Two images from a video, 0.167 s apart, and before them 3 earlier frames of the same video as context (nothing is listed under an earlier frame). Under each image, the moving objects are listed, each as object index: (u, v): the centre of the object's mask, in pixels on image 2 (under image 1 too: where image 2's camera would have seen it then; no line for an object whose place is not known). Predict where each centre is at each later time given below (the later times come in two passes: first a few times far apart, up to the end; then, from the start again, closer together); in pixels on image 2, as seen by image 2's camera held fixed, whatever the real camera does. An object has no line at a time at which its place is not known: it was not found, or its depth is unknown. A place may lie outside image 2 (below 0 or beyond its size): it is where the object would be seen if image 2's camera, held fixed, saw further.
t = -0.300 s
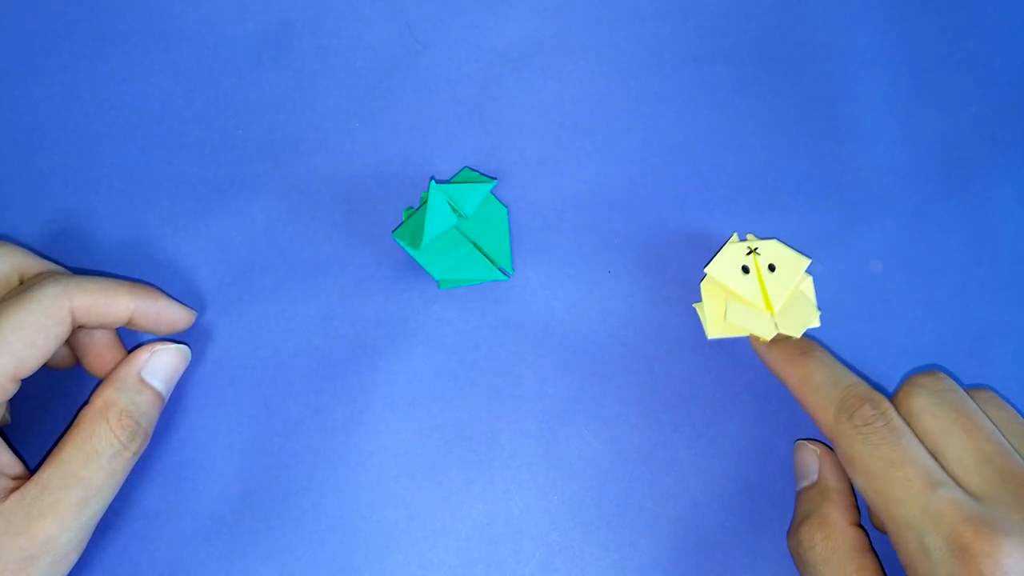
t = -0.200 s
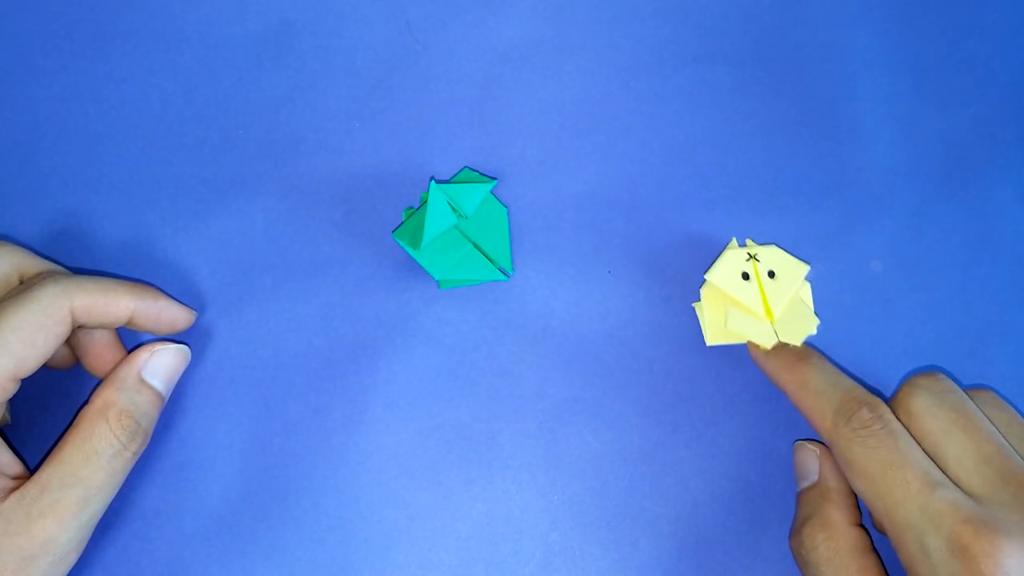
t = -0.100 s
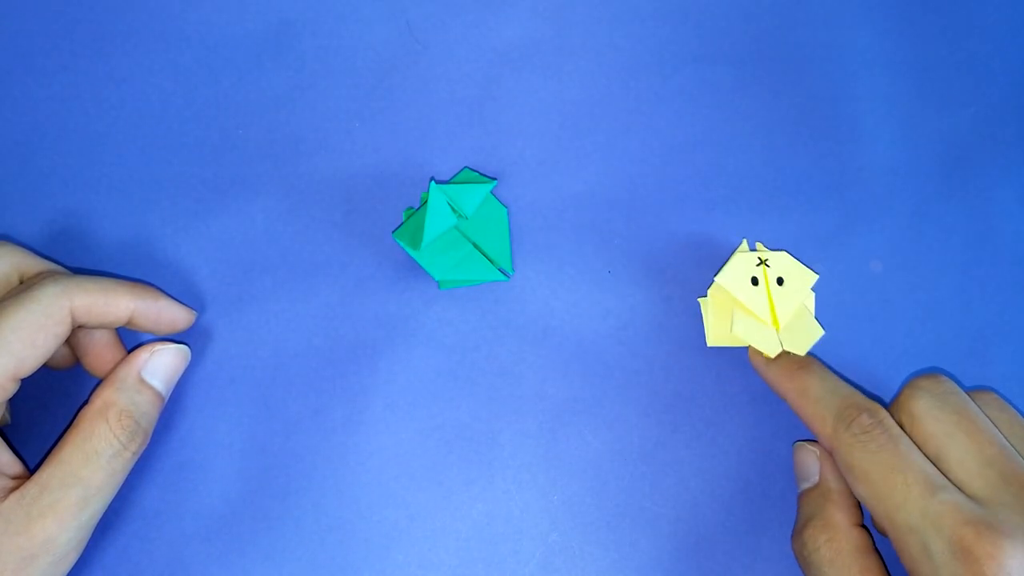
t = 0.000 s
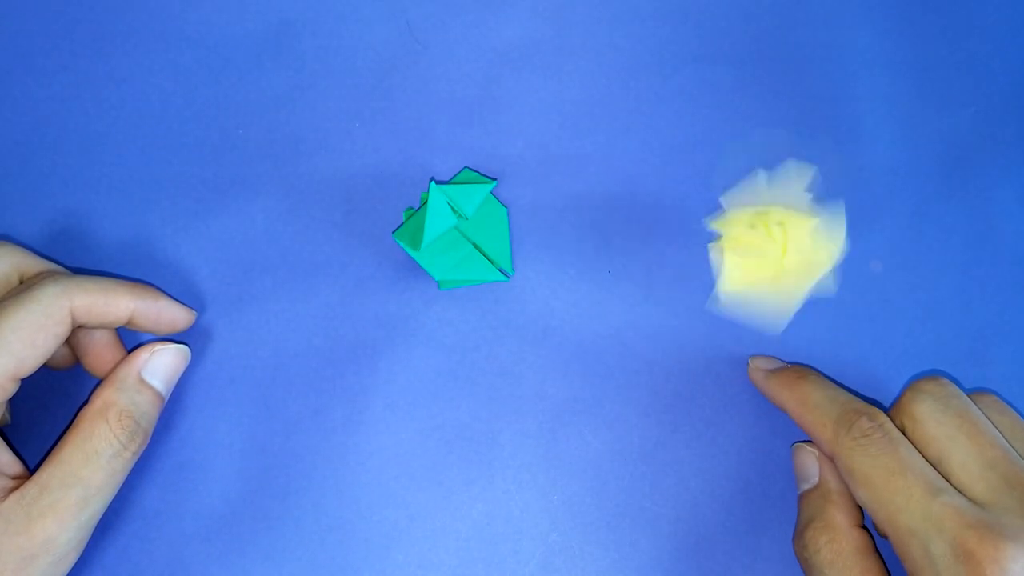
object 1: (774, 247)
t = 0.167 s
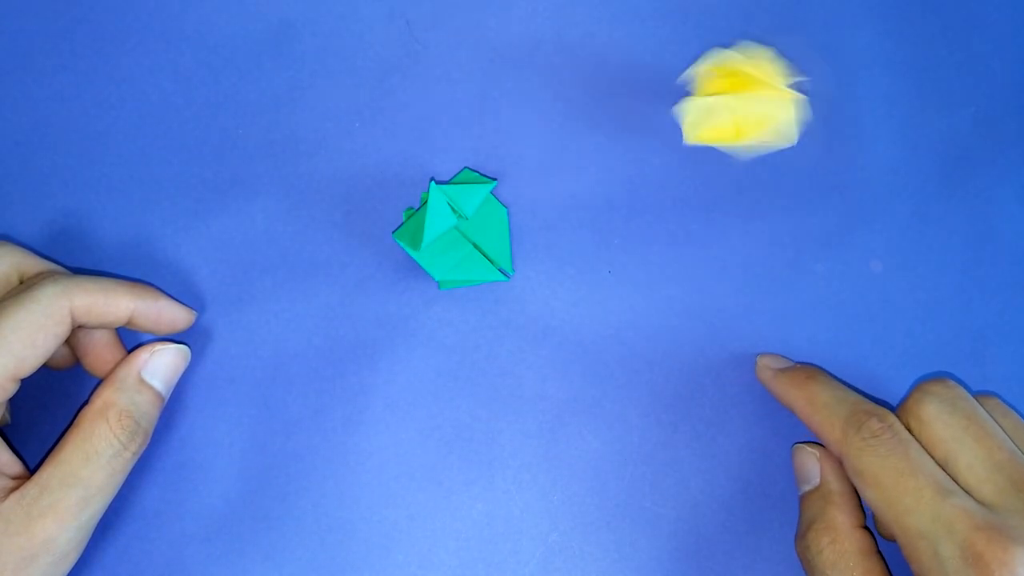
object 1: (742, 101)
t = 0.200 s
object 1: (724, 89)
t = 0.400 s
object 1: (725, 48)
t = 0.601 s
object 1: (745, 44)
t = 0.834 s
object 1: (745, 43)
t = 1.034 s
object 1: (745, 44)
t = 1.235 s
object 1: (745, 44)
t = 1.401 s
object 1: (745, 44)
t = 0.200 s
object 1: (724, 89)
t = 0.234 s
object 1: (708, 74)
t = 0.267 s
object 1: (701, 60)
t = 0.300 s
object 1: (703, 54)
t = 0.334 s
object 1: (708, 51)
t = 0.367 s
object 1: (715, 50)
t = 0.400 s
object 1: (725, 48)
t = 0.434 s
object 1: (739, 44)
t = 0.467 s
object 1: (745, 44)
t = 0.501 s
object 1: (745, 44)
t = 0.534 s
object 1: (745, 44)
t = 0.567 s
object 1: (745, 44)
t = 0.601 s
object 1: (745, 44)
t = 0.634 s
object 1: (745, 44)
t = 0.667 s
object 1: (745, 44)
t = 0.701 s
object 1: (745, 44)
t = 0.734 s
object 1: (745, 44)
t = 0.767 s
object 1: (745, 44)
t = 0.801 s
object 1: (745, 43)
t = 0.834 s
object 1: (745, 43)
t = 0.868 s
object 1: (745, 43)
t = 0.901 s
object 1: (745, 43)
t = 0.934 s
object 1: (745, 43)
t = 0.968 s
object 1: (745, 43)
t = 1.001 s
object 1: (745, 44)
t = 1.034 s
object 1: (745, 44)
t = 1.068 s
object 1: (745, 44)
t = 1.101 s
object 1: (745, 44)
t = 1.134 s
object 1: (745, 44)
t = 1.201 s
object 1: (745, 44)
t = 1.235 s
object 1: (745, 44)
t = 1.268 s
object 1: (745, 44)
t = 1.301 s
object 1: (745, 44)
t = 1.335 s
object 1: (745, 44)
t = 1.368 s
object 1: (745, 44)
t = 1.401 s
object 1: (745, 44)
